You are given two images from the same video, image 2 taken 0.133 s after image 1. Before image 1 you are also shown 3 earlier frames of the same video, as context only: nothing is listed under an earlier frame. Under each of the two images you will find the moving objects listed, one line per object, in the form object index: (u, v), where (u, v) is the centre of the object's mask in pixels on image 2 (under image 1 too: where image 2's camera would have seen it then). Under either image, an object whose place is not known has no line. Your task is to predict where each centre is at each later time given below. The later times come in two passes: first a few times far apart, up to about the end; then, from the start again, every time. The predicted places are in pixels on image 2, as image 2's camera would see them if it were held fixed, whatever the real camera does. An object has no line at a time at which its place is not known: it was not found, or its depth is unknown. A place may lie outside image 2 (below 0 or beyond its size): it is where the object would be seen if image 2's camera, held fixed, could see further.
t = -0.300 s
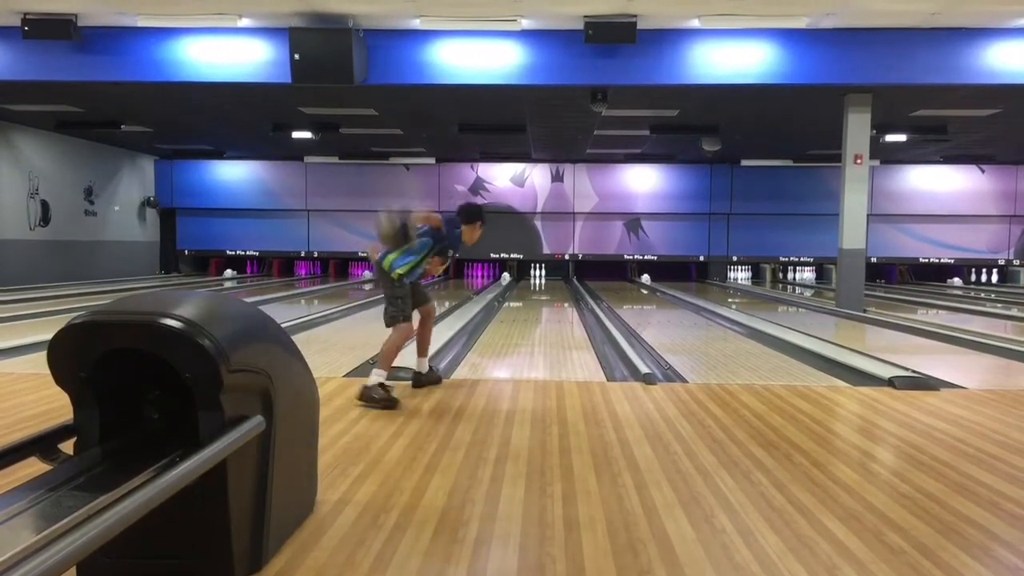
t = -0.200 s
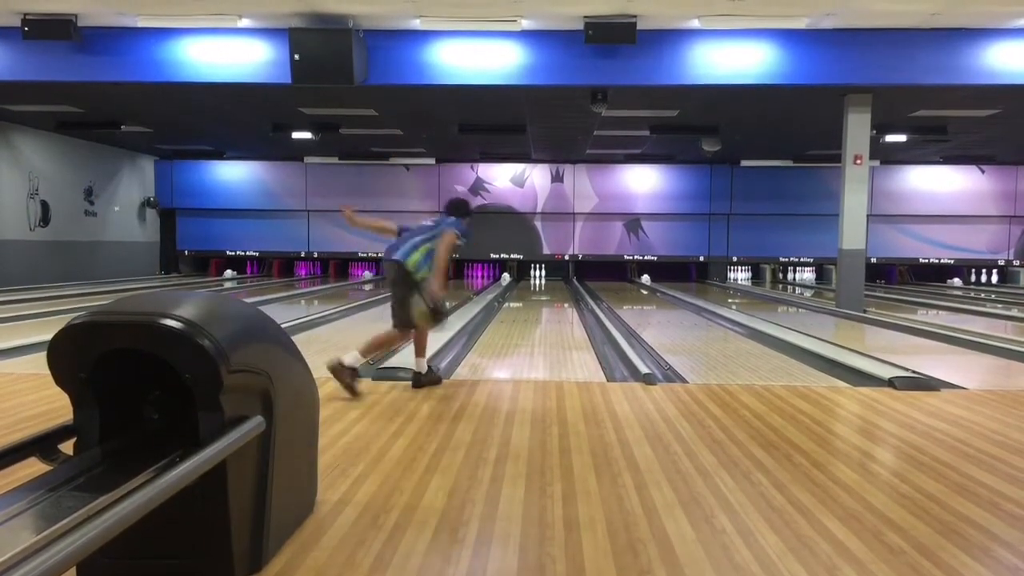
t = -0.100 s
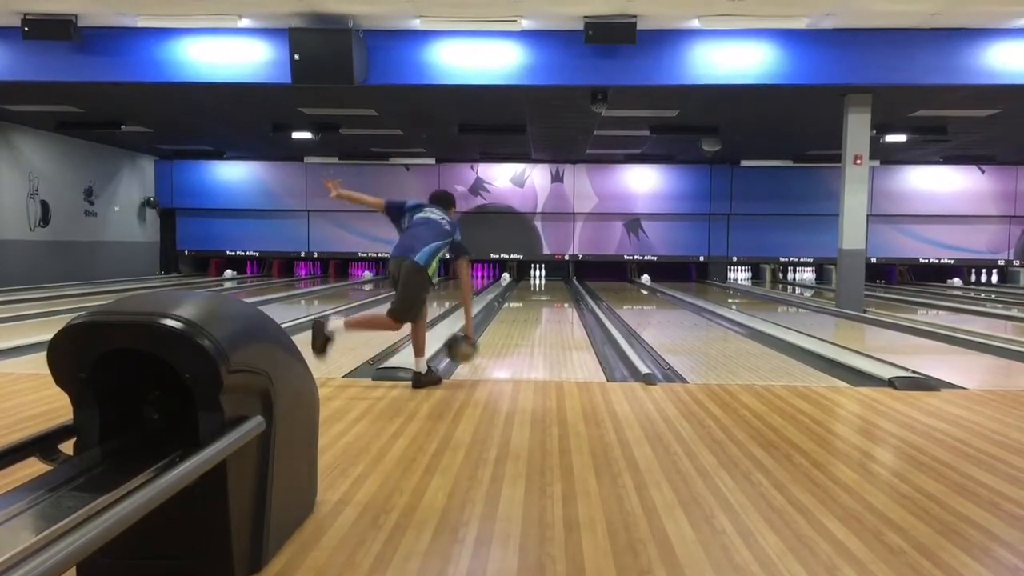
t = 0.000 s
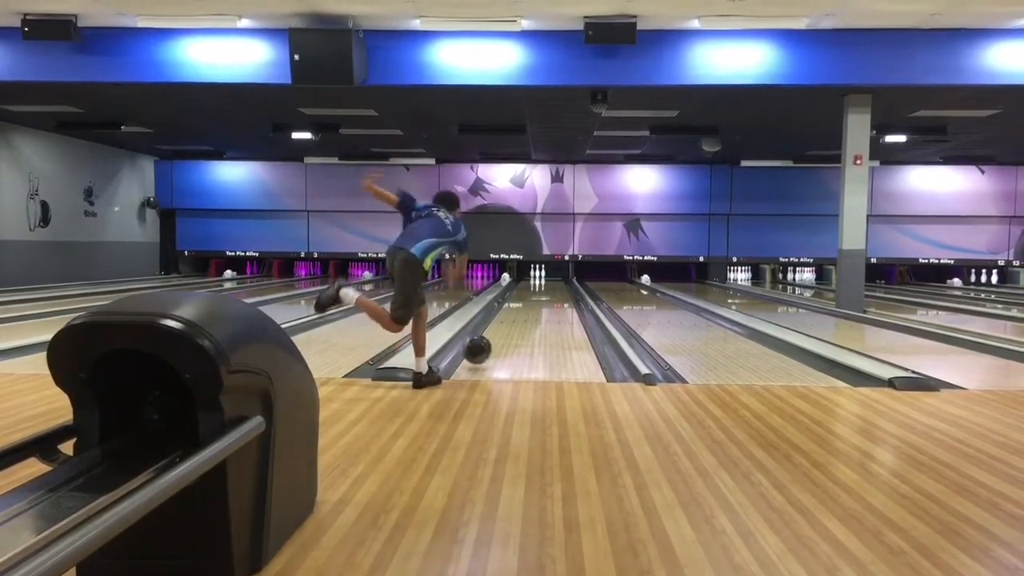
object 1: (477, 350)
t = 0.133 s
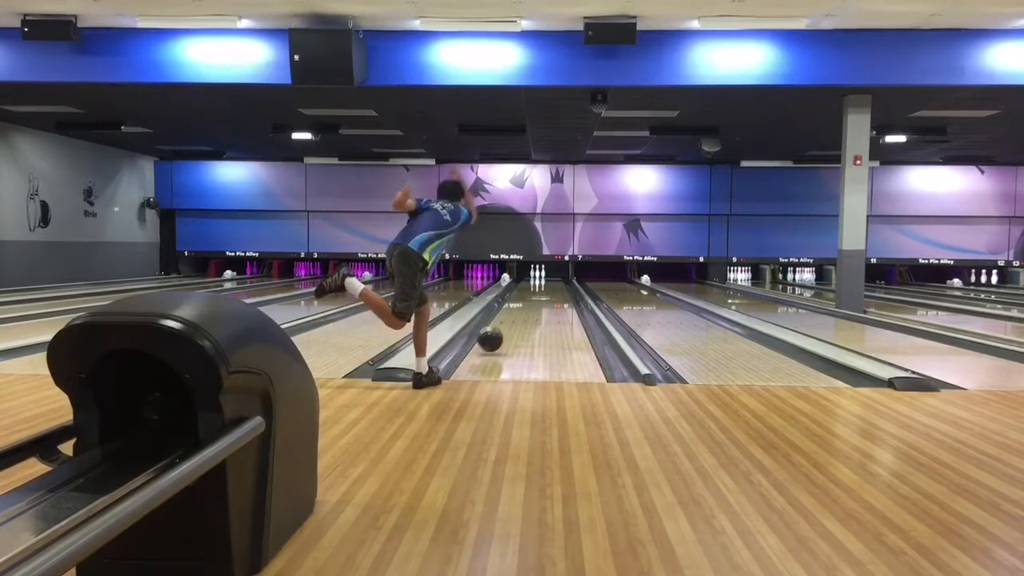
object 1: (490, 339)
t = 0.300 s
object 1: (502, 330)
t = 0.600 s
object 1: (516, 313)
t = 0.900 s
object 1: (525, 304)
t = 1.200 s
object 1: (530, 296)
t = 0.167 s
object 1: (492, 338)
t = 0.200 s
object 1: (494, 337)
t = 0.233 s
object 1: (498, 334)
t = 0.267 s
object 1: (499, 332)
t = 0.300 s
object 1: (502, 330)
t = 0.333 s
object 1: (504, 327)
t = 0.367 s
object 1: (505, 325)
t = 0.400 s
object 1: (507, 324)
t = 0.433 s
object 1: (509, 321)
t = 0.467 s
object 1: (511, 319)
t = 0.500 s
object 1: (513, 318)
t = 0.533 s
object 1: (514, 316)
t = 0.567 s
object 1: (515, 314)
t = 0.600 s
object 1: (516, 313)
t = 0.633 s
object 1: (517, 311)
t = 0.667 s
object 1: (518, 311)
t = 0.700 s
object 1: (520, 310)
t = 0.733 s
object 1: (520, 309)
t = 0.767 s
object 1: (522, 308)
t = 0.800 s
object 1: (523, 306)
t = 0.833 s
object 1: (523, 305)
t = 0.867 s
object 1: (525, 305)
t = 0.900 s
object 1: (525, 304)
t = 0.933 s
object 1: (527, 303)
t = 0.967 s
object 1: (528, 302)
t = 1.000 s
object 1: (528, 302)
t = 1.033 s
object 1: (528, 300)
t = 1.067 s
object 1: (528, 300)
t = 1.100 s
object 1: (530, 297)
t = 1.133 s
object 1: (531, 296)
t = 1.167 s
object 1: (532, 296)
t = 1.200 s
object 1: (530, 296)
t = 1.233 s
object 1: (532, 295)
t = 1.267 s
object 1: (533, 294)
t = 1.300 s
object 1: (533, 293)
